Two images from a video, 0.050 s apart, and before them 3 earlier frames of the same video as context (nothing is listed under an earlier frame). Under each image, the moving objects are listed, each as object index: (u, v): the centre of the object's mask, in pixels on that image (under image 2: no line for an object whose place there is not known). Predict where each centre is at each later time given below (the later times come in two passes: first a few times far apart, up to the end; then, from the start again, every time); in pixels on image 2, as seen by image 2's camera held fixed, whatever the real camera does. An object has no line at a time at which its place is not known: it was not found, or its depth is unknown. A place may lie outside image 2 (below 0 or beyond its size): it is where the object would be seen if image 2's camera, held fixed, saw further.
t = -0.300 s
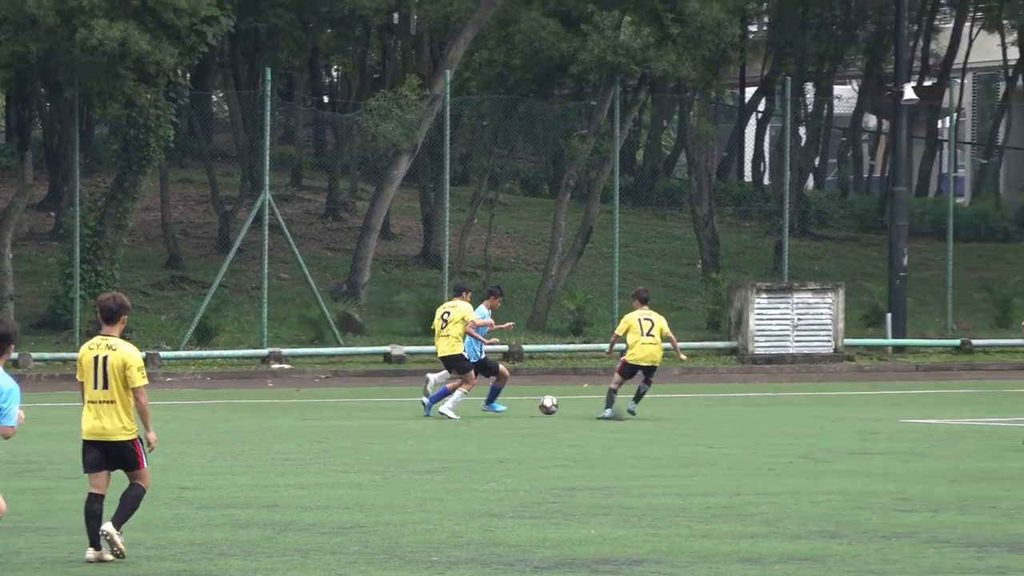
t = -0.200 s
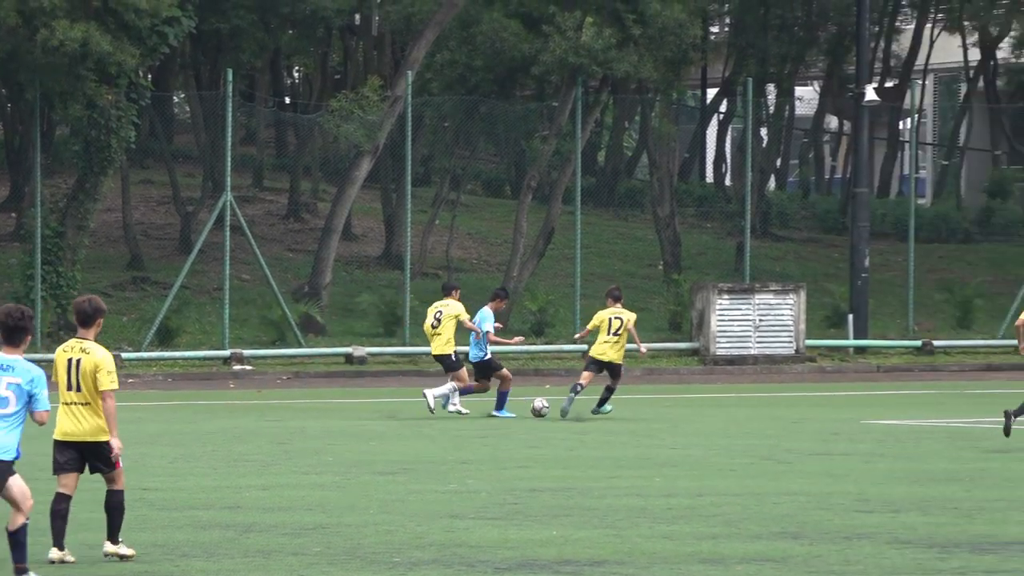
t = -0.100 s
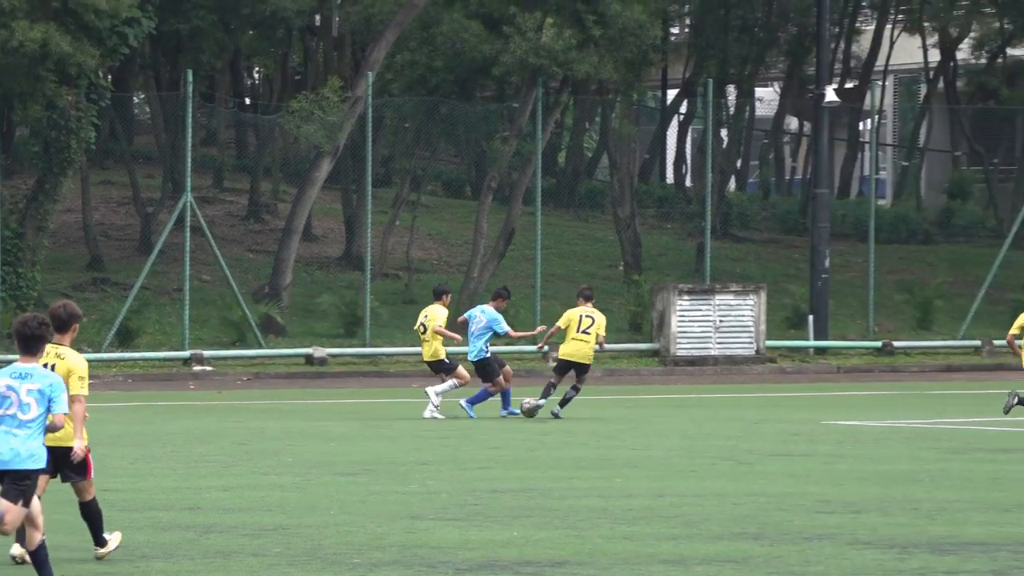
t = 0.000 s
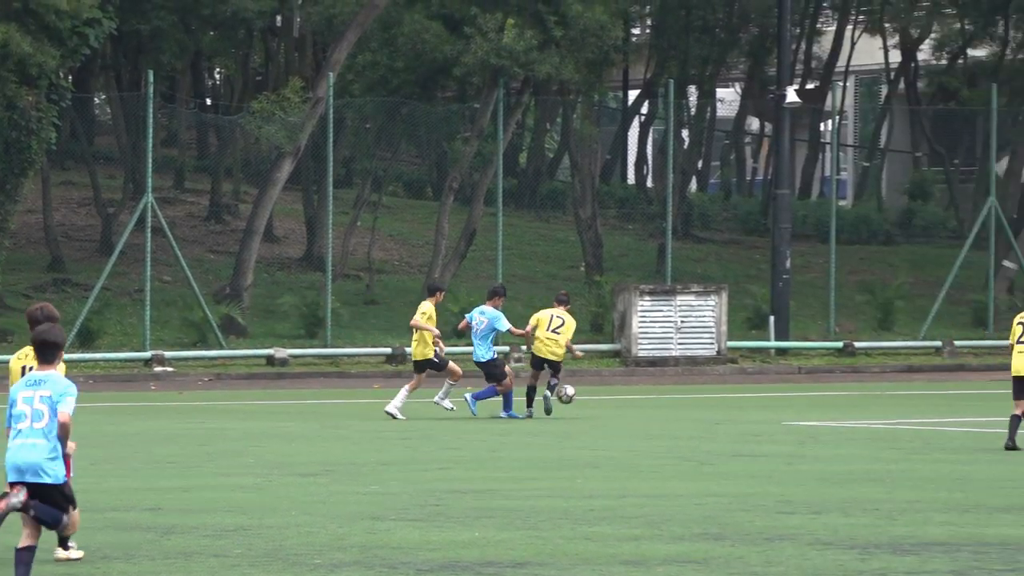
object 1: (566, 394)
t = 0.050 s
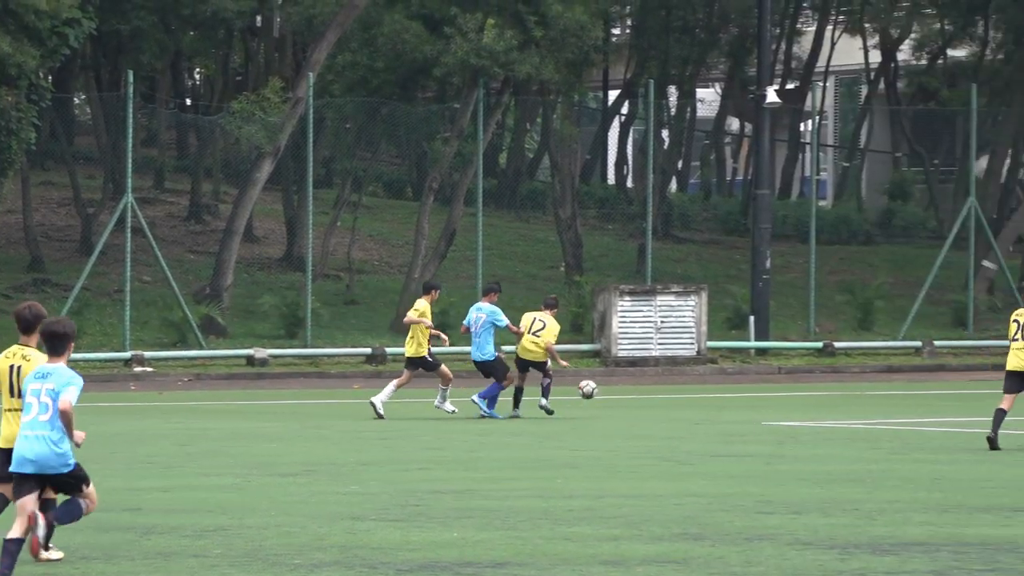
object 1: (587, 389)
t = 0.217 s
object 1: (724, 387)
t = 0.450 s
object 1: (904, 405)
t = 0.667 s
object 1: (1048, 396)
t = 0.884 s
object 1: (1197, 411)
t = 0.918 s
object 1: (1216, 407)
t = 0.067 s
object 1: (601, 388)
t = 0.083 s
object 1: (614, 387)
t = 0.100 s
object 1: (628, 386)
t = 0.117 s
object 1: (642, 385)
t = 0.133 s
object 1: (655, 385)
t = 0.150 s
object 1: (669, 385)
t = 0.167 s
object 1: (683, 385)
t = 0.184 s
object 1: (696, 386)
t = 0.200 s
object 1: (710, 386)
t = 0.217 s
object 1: (724, 387)
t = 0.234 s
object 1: (736, 388)
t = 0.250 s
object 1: (750, 390)
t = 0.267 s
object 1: (764, 391)
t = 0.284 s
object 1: (777, 394)
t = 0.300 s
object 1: (791, 396)
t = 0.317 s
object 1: (804, 398)
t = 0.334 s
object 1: (818, 401)
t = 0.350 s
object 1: (831, 404)
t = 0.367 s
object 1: (844, 407)
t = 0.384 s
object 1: (857, 410)
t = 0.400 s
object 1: (871, 413)
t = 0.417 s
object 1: (882, 410)
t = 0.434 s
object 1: (893, 408)
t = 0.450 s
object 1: (904, 405)
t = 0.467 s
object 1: (915, 403)
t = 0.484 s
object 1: (926, 401)
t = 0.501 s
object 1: (936, 399)
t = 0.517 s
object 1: (948, 398)
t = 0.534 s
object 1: (959, 396)
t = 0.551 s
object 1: (970, 395)
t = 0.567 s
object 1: (981, 395)
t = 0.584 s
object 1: (992, 395)
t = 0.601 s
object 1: (1003, 394)
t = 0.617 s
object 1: (1014, 395)
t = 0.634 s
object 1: (1025, 395)
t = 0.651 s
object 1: (1036, 395)
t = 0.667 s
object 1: (1048, 396)
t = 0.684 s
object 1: (1060, 397)
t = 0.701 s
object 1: (1071, 398)
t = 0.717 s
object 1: (1083, 400)
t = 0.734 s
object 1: (1095, 402)
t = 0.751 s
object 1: (1107, 404)
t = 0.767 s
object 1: (1118, 407)
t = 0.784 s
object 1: (1130, 409)
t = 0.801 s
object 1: (1142, 411)
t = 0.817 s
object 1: (1154, 414)
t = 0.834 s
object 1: (1167, 417)
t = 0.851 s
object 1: (1177, 416)
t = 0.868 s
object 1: (1187, 413)
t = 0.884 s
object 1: (1197, 411)
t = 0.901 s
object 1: (1206, 409)
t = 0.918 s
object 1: (1216, 407)
